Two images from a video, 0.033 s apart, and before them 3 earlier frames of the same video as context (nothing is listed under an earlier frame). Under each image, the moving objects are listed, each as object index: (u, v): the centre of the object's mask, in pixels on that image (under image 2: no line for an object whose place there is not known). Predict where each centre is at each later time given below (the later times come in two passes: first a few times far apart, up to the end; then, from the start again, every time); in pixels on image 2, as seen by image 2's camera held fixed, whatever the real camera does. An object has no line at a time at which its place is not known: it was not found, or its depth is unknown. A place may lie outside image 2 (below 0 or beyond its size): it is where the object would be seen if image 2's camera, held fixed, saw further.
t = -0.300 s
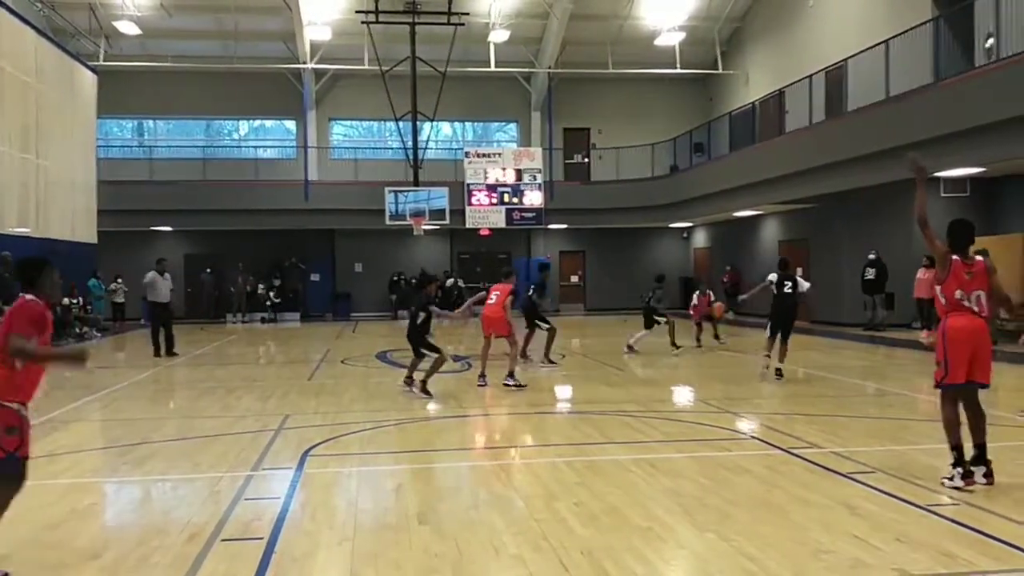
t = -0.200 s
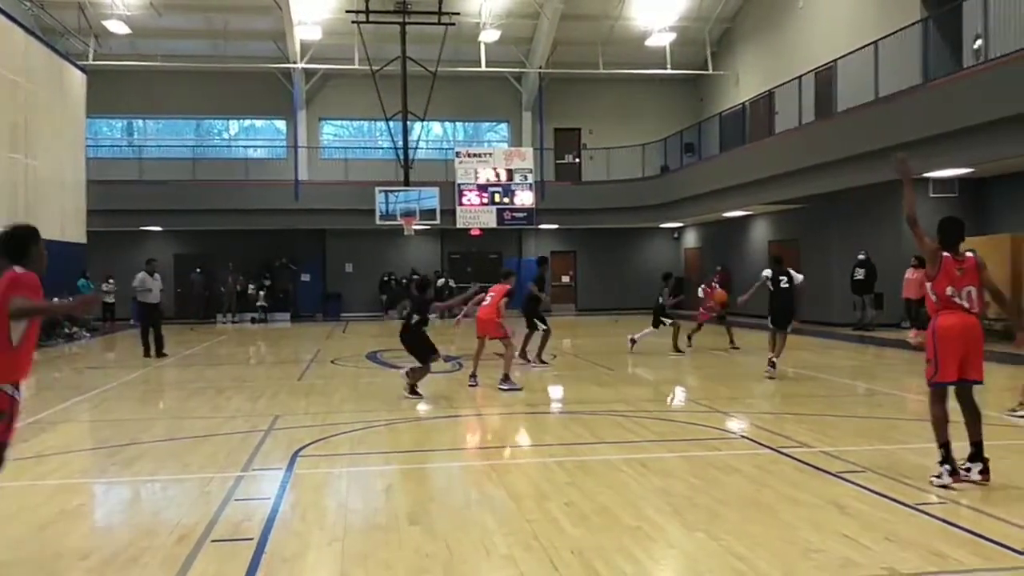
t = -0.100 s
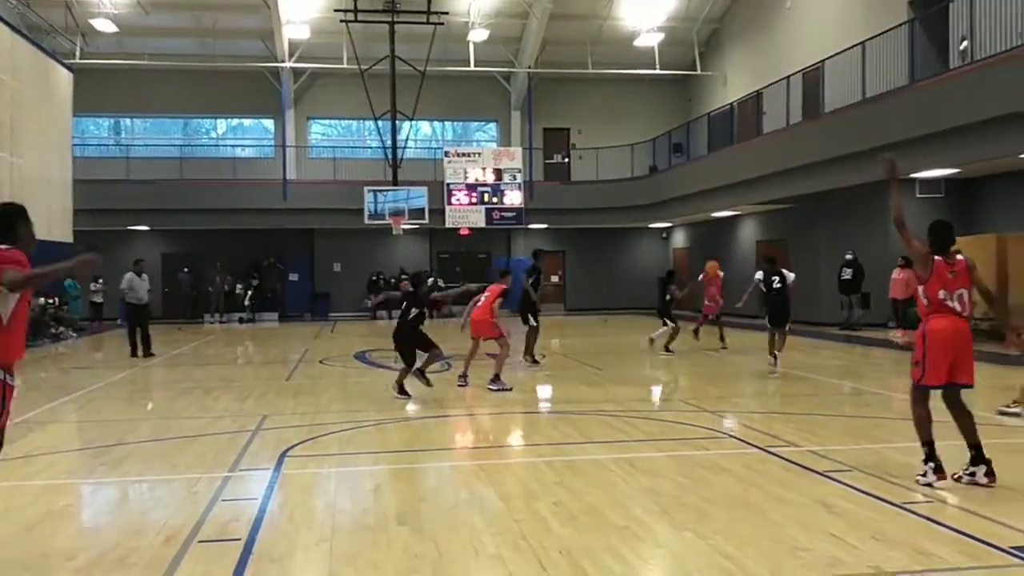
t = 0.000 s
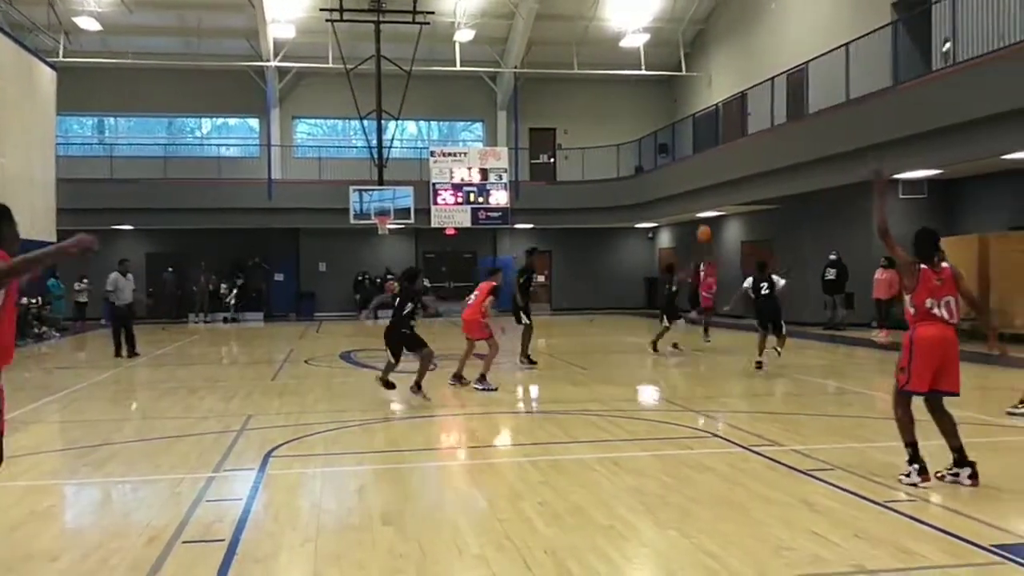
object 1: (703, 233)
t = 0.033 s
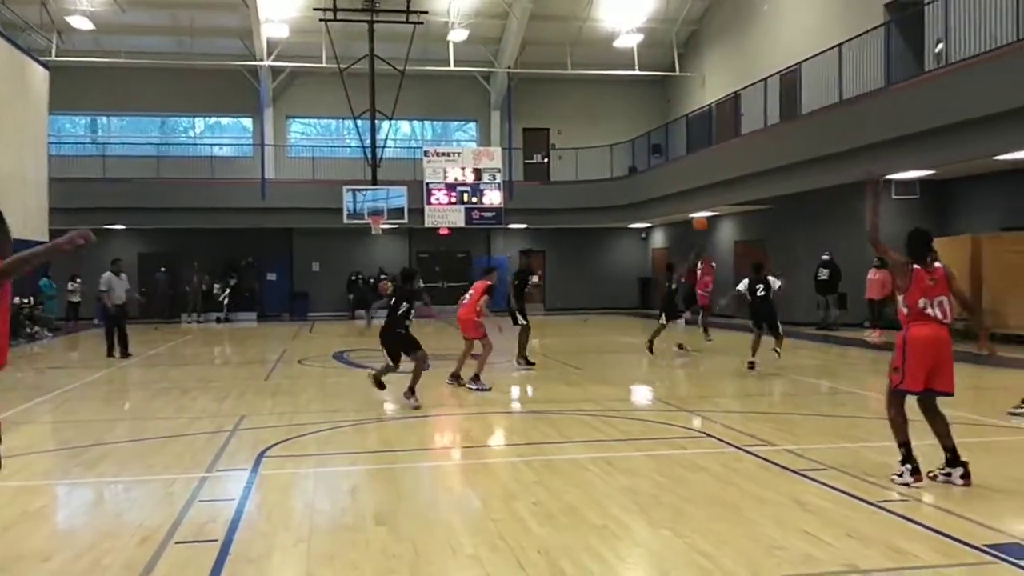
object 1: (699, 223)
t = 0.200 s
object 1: (716, 171)
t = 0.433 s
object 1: (740, 117)
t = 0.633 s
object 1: (768, 96)
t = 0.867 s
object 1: (821, 115)
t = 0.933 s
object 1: (839, 133)
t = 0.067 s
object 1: (703, 212)
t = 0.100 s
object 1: (707, 200)
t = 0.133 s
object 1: (709, 193)
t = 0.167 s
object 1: (712, 182)
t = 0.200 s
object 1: (716, 171)
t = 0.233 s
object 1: (718, 163)
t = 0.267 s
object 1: (721, 155)
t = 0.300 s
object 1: (724, 146)
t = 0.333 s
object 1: (729, 138)
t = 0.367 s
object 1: (733, 130)
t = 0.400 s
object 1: (738, 123)
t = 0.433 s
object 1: (740, 117)
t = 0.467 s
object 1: (745, 111)
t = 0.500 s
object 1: (750, 108)
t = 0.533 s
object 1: (755, 103)
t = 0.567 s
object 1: (760, 101)
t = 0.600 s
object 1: (765, 98)
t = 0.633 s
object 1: (768, 96)
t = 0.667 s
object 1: (776, 95)
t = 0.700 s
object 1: (782, 94)
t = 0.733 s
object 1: (789, 96)
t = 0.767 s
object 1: (795, 98)
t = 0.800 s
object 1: (803, 102)
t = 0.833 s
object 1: (810, 107)
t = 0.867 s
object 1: (821, 115)
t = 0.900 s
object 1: (829, 122)
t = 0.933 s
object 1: (839, 133)
